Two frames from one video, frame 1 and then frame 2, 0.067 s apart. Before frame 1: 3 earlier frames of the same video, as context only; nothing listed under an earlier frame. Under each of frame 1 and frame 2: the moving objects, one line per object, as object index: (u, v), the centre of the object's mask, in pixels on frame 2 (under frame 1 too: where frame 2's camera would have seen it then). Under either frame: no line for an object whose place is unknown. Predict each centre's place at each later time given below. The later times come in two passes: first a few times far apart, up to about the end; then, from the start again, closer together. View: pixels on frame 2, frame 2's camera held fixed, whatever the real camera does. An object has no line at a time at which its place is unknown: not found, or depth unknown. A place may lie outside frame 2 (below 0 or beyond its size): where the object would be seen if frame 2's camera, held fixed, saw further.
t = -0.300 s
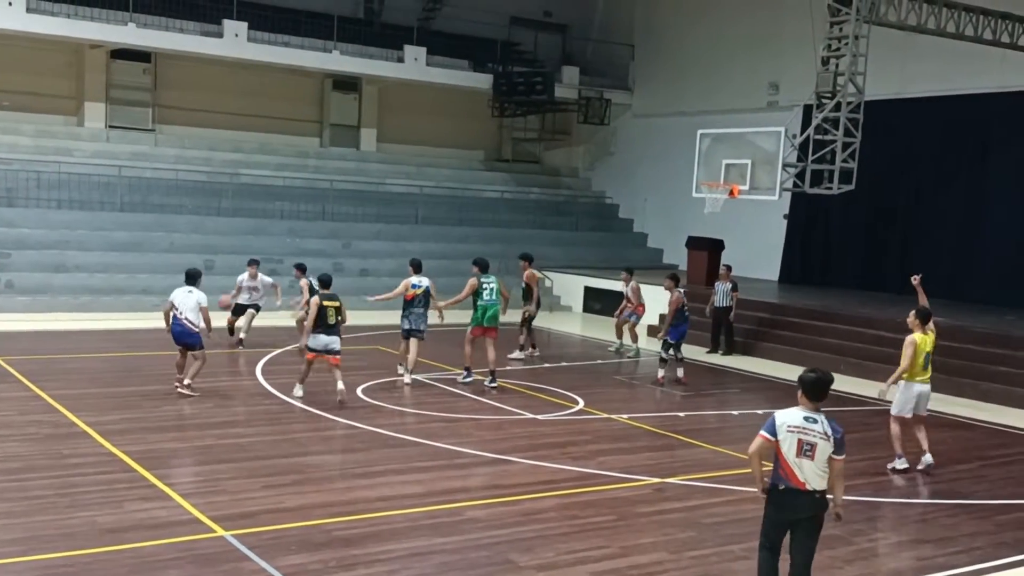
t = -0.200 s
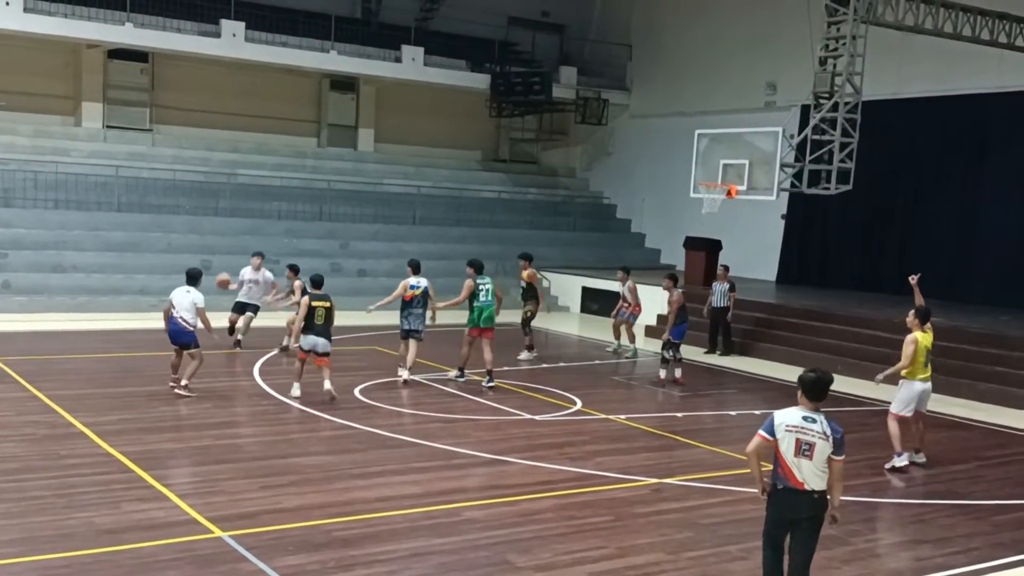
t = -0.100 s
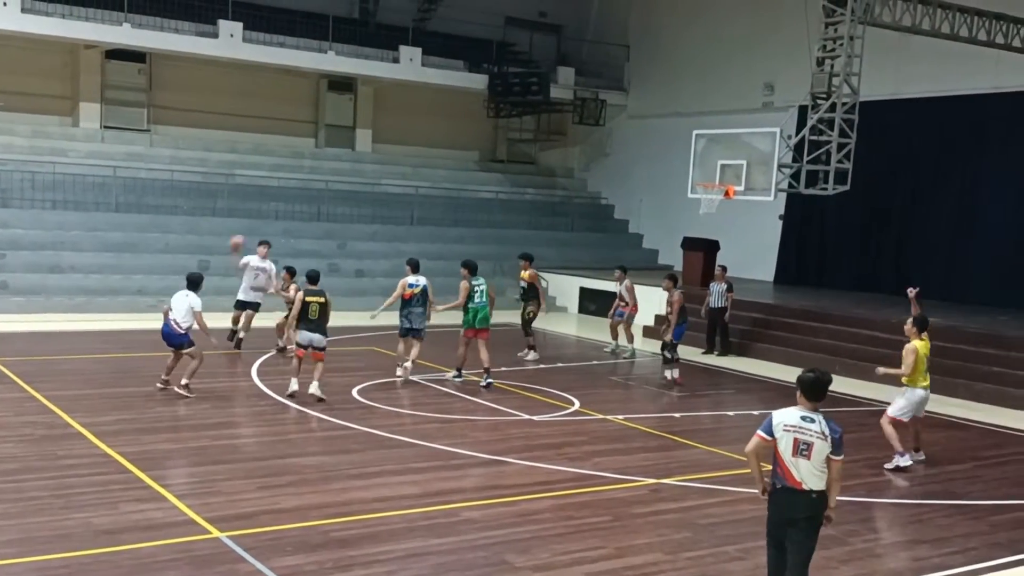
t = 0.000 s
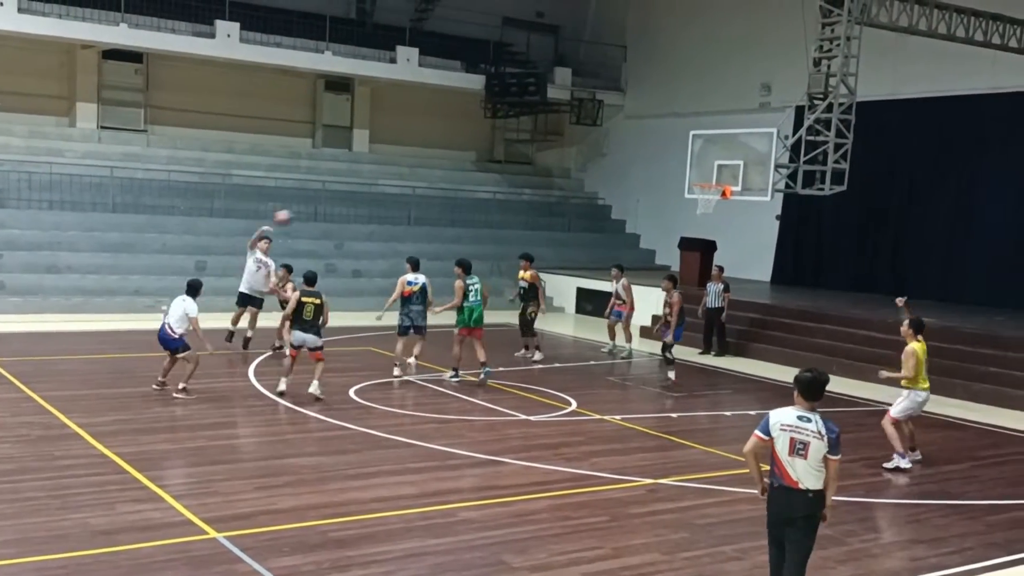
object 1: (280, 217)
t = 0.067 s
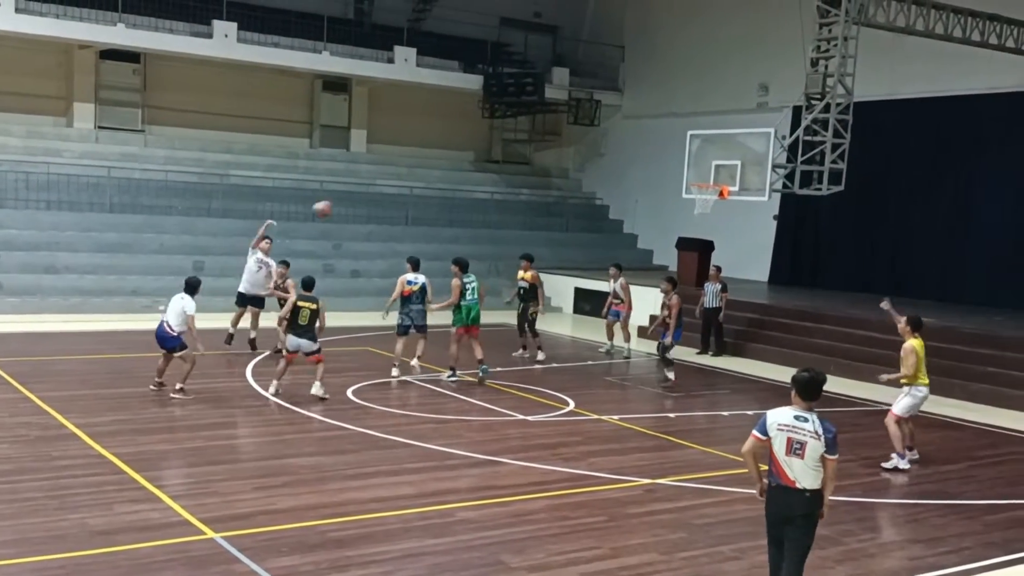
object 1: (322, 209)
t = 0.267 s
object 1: (455, 197)
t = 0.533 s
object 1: (655, 229)
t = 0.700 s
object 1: (794, 279)
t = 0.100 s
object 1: (343, 205)
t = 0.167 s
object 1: (387, 199)
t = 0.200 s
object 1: (409, 197)
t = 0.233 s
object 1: (432, 197)
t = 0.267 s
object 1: (455, 197)
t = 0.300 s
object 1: (479, 198)
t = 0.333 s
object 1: (502, 200)
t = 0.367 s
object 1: (528, 202)
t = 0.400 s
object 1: (552, 206)
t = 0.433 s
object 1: (577, 211)
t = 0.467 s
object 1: (602, 215)
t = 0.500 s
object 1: (628, 222)
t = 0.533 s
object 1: (655, 229)
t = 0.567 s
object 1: (681, 237)
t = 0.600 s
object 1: (709, 246)
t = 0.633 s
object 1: (737, 257)
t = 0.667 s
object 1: (767, 268)
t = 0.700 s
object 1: (794, 279)
